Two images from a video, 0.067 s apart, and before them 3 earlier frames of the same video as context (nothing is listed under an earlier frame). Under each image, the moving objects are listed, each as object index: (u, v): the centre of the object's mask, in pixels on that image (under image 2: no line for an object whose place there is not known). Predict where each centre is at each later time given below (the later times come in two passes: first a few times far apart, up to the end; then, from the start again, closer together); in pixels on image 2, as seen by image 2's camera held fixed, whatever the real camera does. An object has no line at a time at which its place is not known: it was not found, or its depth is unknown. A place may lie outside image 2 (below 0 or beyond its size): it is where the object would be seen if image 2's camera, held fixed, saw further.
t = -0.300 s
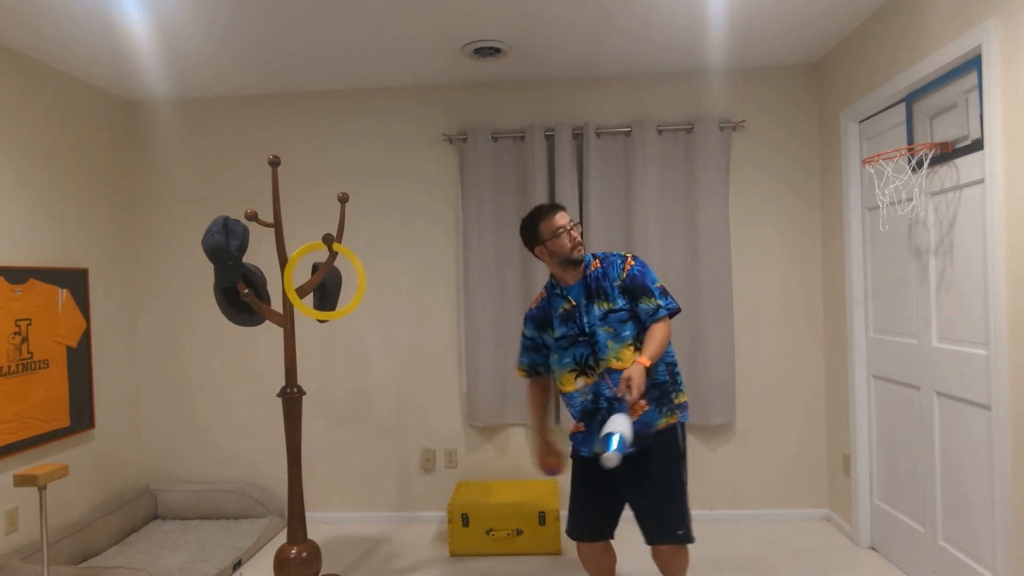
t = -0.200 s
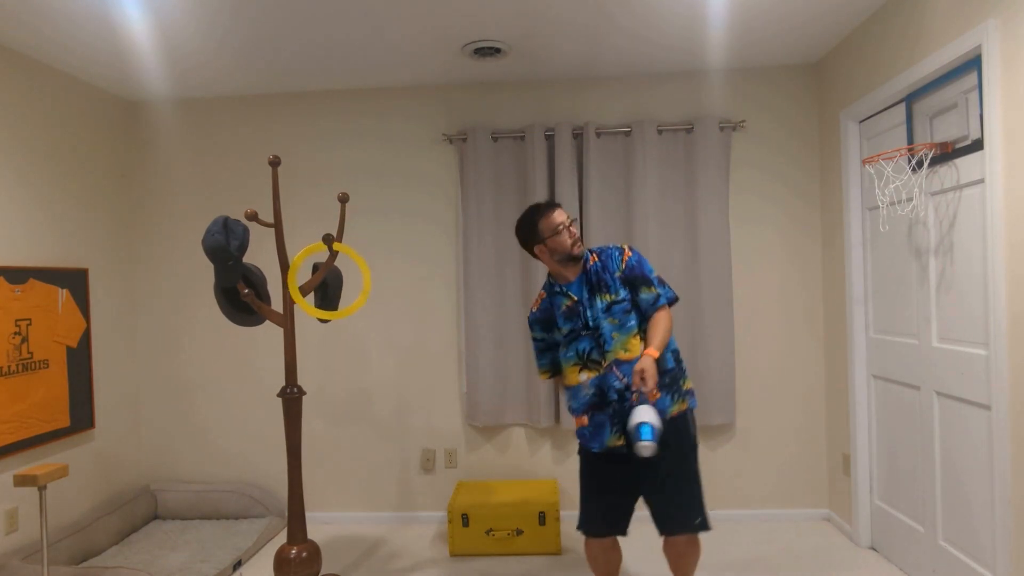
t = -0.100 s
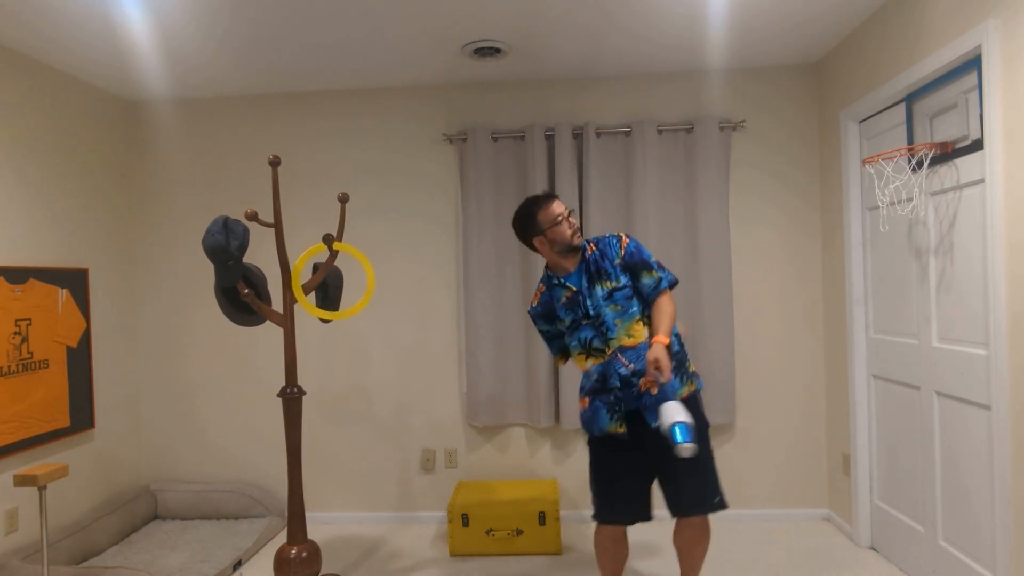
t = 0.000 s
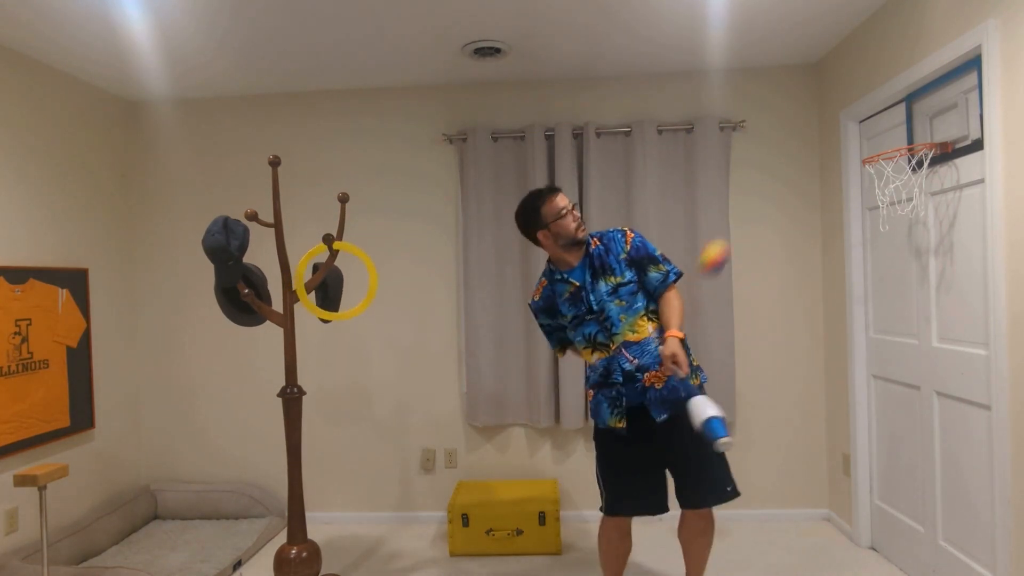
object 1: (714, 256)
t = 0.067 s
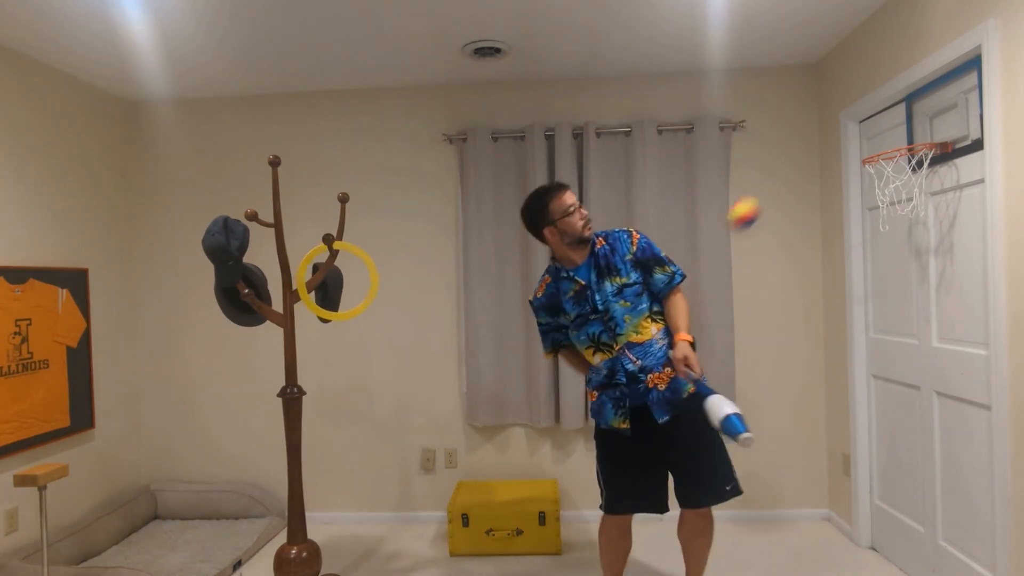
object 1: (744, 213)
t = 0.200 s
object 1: (806, 158)
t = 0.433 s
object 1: (896, 150)
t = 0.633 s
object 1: (947, 219)
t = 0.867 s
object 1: (920, 355)
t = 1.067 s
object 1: (900, 560)
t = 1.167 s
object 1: (869, 540)
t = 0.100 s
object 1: (759, 195)
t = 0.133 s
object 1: (774, 180)
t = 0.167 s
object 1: (790, 168)
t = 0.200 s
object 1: (806, 158)
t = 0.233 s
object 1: (821, 151)
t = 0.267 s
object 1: (837, 147)
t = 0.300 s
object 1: (854, 144)
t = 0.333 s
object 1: (867, 144)
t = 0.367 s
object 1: (876, 142)
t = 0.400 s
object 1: (886, 143)
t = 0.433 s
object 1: (896, 150)
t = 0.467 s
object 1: (910, 160)
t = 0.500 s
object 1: (919, 169)
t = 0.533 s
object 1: (927, 181)
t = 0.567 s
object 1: (934, 192)
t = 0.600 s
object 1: (940, 204)
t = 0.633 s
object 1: (947, 219)
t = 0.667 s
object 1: (950, 235)
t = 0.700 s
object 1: (944, 248)
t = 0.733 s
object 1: (939, 265)
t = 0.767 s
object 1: (935, 283)
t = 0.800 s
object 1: (930, 305)
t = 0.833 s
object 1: (925, 329)
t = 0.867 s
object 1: (920, 355)
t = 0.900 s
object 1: (915, 384)
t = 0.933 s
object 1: (912, 415)
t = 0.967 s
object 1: (908, 452)
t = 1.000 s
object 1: (905, 487)
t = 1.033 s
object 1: (904, 524)
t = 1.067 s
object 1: (900, 560)
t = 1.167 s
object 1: (869, 540)
